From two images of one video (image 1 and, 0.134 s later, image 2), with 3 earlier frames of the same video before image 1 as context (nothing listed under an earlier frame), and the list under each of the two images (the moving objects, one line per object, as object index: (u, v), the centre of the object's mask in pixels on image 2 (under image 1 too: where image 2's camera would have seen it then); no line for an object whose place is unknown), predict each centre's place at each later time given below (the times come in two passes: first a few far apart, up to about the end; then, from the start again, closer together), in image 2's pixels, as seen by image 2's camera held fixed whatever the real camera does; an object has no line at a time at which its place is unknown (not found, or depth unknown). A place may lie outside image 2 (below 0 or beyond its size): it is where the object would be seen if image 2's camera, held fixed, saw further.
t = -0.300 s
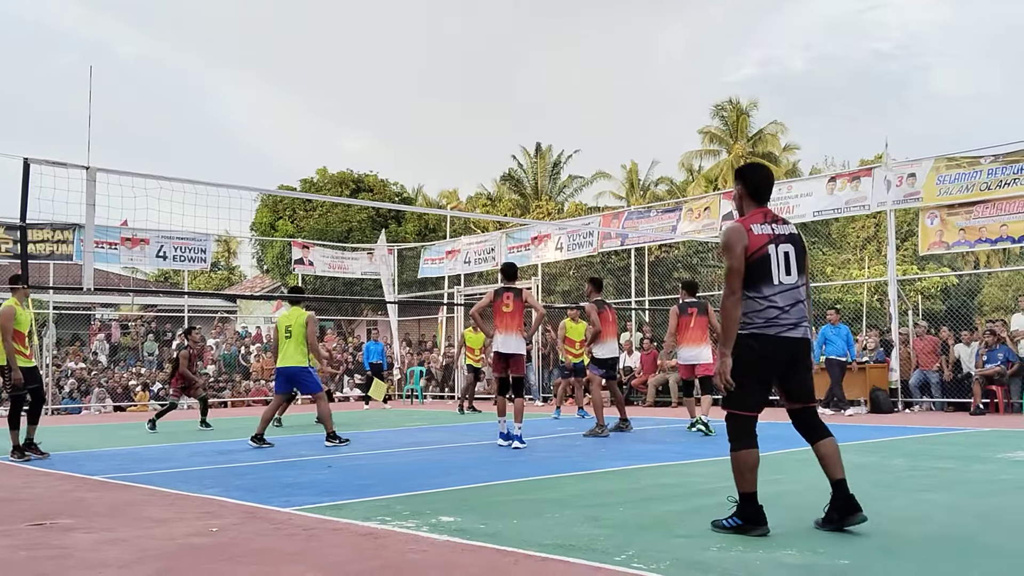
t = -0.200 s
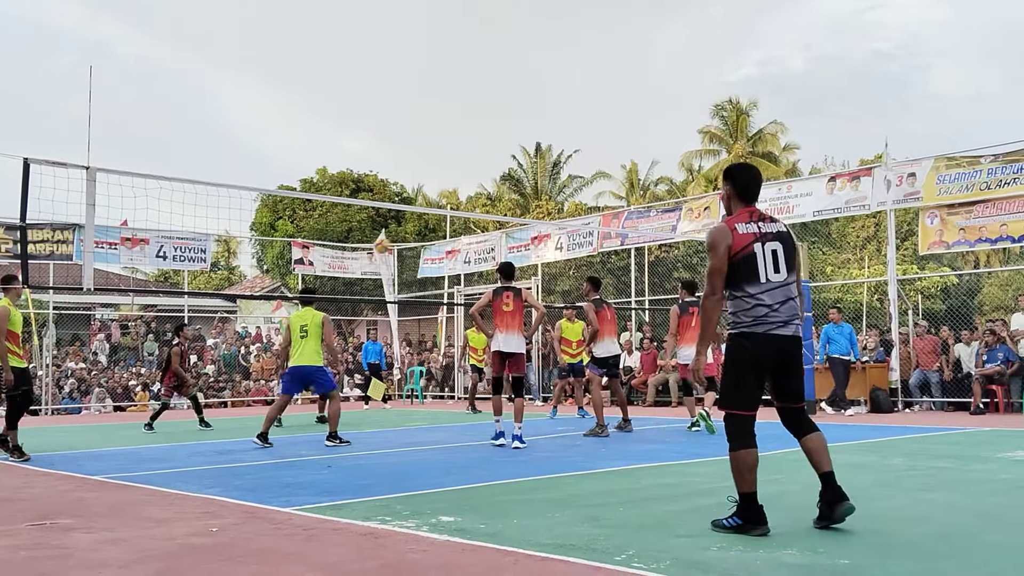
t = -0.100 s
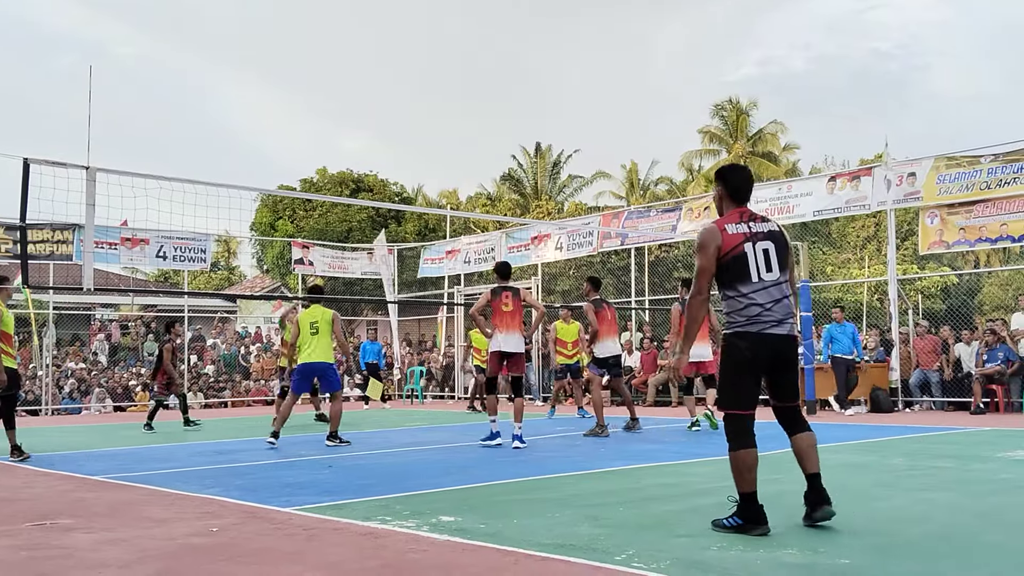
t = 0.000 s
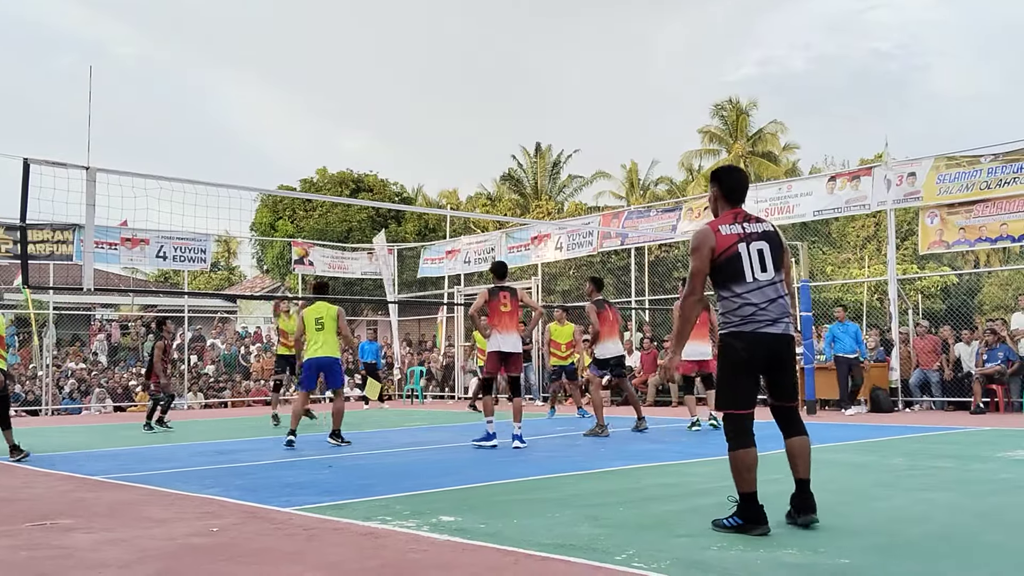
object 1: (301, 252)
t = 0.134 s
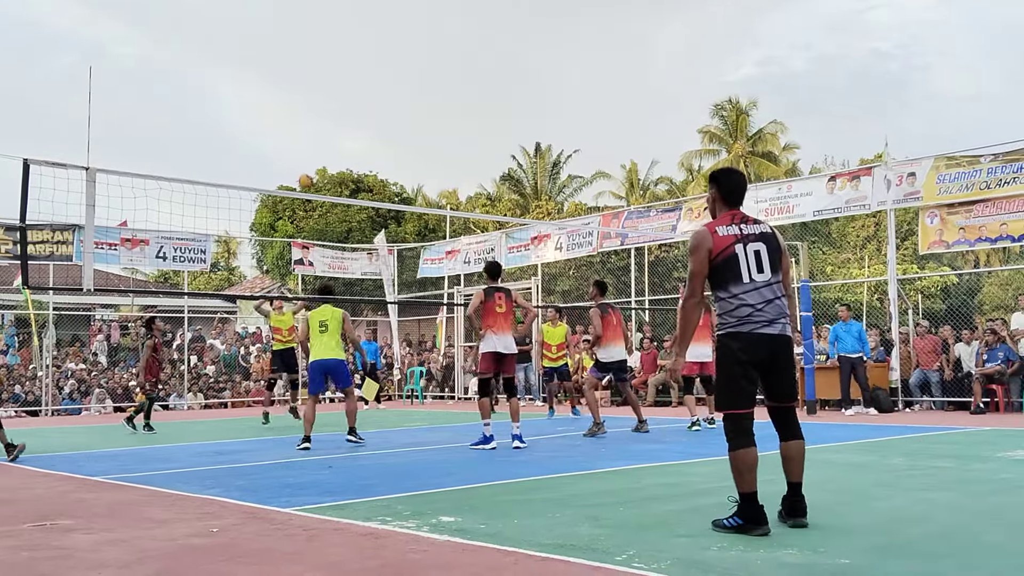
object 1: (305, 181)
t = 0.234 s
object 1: (308, 134)
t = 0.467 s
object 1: (313, 47)
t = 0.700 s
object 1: (318, 0)
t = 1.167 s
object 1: (330, 8)
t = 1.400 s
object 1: (337, 84)
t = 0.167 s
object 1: (307, 165)
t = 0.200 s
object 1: (308, 149)
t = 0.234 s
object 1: (308, 134)
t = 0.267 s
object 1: (309, 119)
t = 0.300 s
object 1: (309, 105)
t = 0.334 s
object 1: (310, 92)
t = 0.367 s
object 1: (311, 80)
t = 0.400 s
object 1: (311, 68)
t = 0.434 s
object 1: (312, 57)
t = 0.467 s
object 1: (313, 47)
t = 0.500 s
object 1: (314, 38)
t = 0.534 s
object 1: (314, 28)
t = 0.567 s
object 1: (315, 21)
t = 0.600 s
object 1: (316, 13)
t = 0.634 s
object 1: (317, 6)
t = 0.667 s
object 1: (317, 2)
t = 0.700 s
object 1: (318, 0)
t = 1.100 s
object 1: (328, 1)
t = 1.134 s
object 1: (330, 4)
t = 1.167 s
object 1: (330, 8)
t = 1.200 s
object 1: (331, 16)
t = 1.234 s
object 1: (332, 25)
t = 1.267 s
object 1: (333, 35)
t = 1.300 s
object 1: (333, 46)
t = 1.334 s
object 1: (334, 58)
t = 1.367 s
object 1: (336, 71)
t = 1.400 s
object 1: (337, 84)
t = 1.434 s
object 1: (338, 100)
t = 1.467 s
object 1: (339, 116)
